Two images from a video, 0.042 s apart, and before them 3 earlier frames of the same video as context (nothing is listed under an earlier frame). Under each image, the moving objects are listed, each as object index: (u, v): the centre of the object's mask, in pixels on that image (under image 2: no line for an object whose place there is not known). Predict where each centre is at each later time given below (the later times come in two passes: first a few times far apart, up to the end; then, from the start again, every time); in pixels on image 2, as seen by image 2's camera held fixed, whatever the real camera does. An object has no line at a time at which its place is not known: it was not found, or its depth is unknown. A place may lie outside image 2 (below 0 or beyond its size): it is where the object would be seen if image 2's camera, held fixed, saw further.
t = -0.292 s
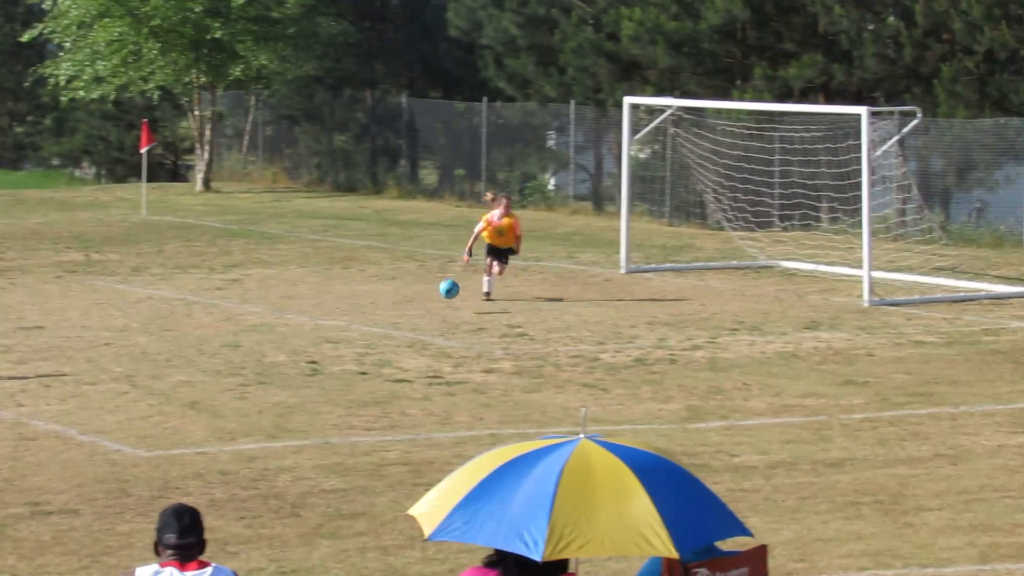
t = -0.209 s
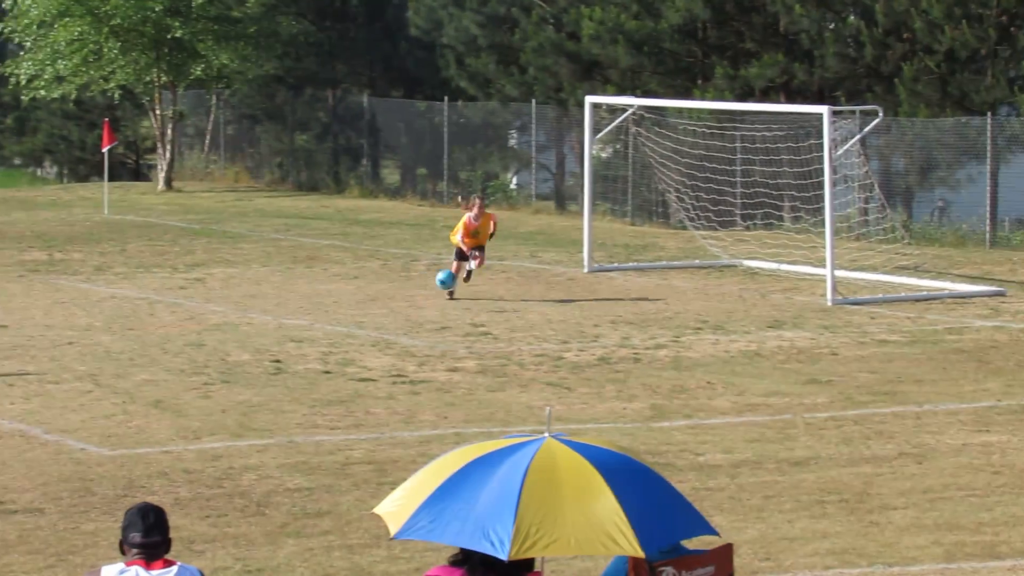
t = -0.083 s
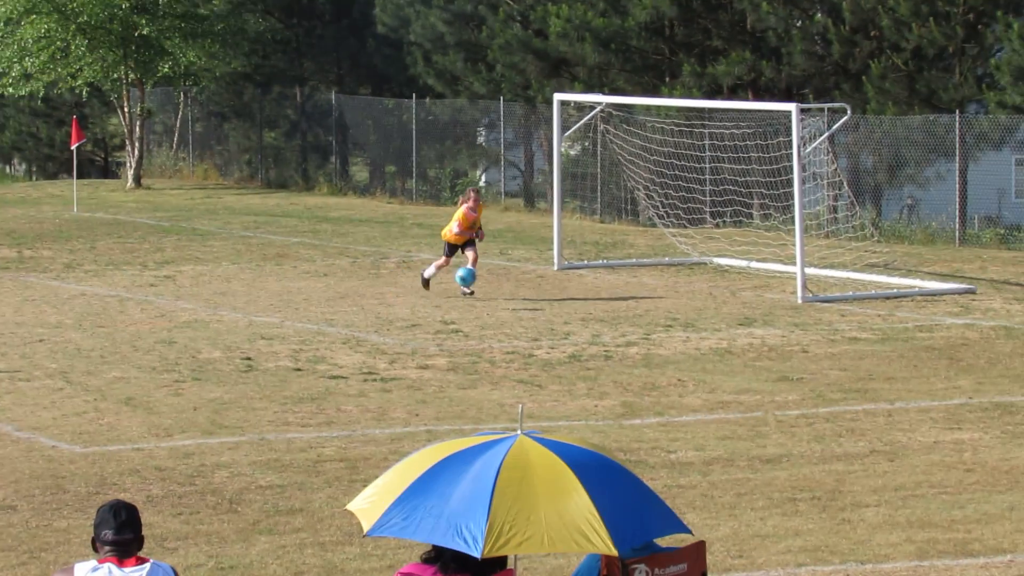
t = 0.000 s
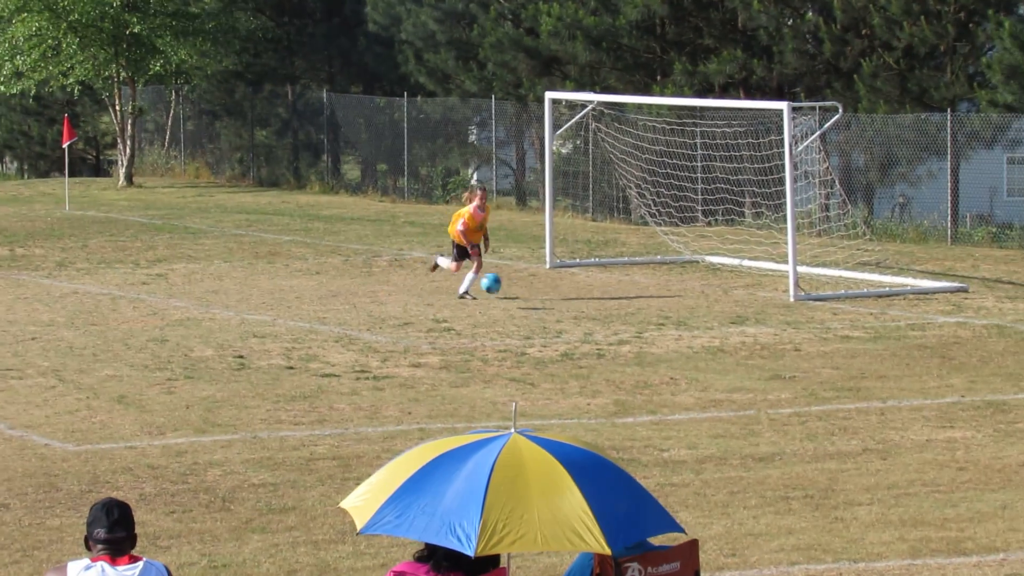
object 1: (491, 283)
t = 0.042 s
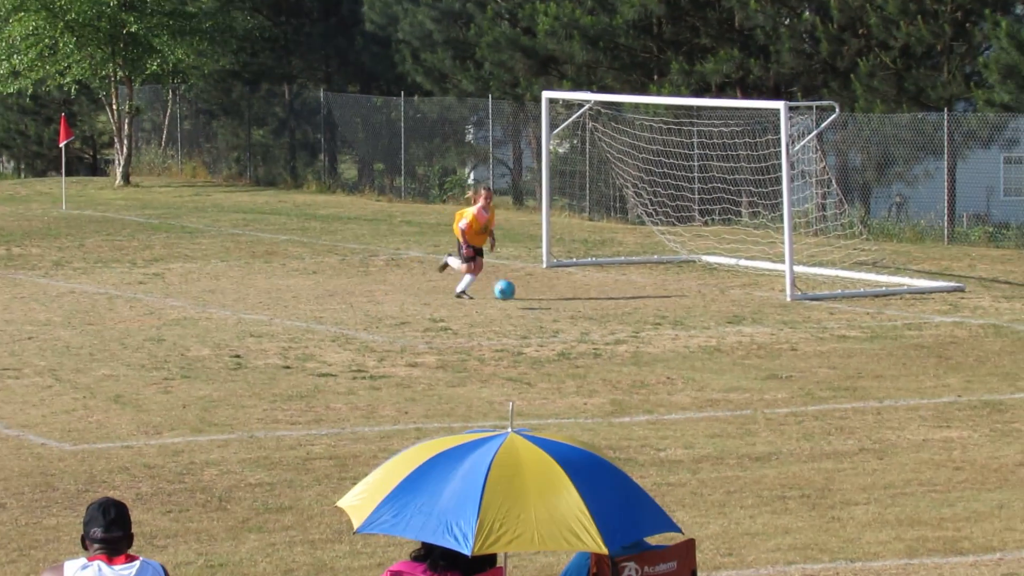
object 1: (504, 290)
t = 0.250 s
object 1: (593, 294)
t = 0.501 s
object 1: (701, 298)
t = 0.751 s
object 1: (809, 301)
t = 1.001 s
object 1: (914, 301)
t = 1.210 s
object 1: (1000, 300)
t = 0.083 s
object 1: (521, 298)
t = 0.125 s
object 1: (539, 297)
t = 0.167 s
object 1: (557, 294)
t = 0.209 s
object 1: (575, 293)
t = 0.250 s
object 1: (593, 294)
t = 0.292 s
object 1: (611, 296)
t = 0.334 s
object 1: (629, 300)
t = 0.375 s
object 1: (647, 300)
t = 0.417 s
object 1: (665, 298)
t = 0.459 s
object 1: (683, 297)
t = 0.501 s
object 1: (701, 298)
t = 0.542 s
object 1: (719, 300)
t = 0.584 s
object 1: (737, 302)
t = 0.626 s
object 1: (755, 299)
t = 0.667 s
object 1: (773, 298)
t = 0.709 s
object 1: (791, 298)
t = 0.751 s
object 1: (809, 301)
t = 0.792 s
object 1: (826, 300)
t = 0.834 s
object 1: (844, 296)
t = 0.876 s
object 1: (861, 295)
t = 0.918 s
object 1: (879, 295)
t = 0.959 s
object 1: (896, 298)
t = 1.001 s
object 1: (914, 301)
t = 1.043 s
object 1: (931, 299)
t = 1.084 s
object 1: (949, 297)
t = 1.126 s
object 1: (965, 296)
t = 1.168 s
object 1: (983, 297)
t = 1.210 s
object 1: (1000, 300)
